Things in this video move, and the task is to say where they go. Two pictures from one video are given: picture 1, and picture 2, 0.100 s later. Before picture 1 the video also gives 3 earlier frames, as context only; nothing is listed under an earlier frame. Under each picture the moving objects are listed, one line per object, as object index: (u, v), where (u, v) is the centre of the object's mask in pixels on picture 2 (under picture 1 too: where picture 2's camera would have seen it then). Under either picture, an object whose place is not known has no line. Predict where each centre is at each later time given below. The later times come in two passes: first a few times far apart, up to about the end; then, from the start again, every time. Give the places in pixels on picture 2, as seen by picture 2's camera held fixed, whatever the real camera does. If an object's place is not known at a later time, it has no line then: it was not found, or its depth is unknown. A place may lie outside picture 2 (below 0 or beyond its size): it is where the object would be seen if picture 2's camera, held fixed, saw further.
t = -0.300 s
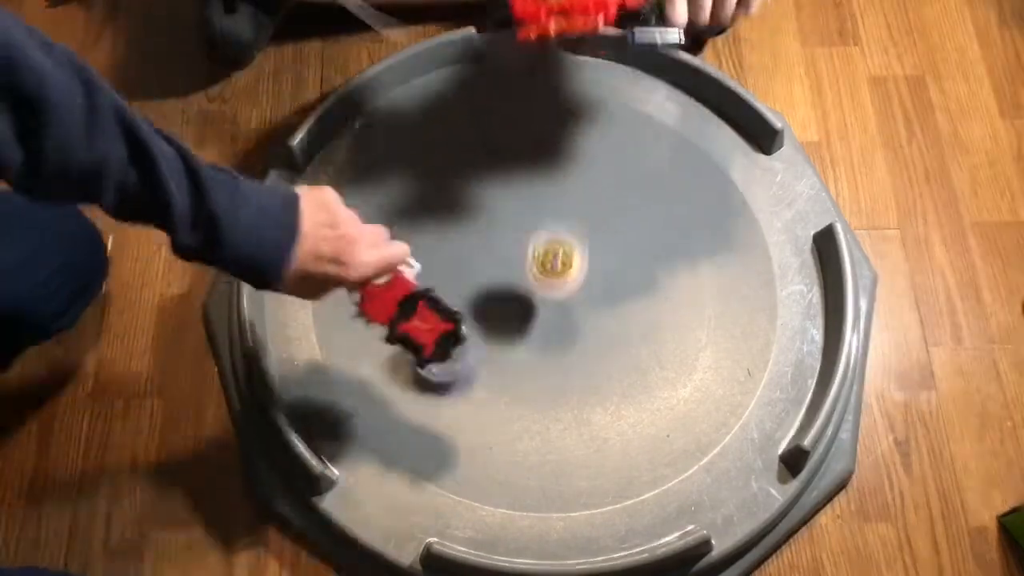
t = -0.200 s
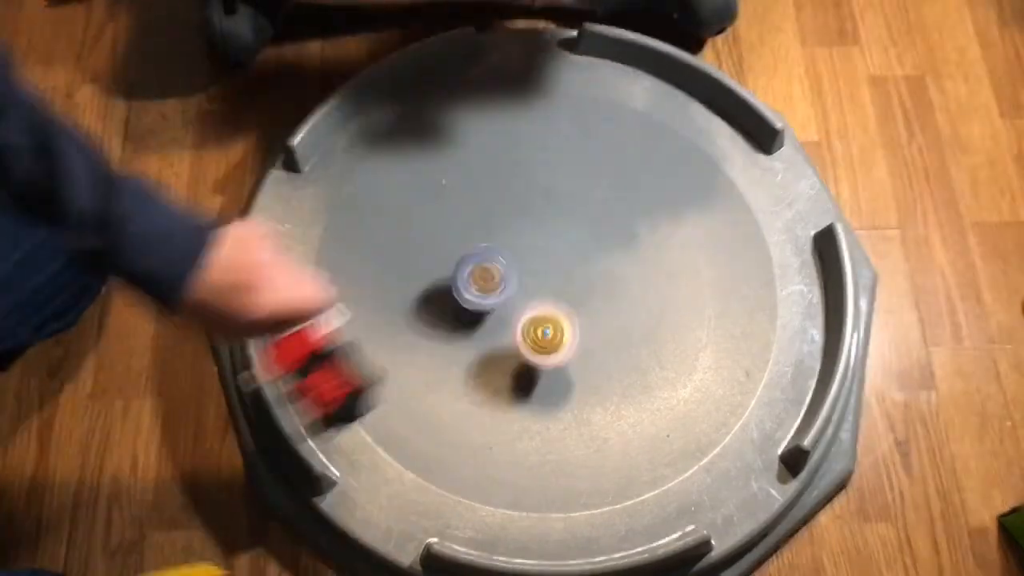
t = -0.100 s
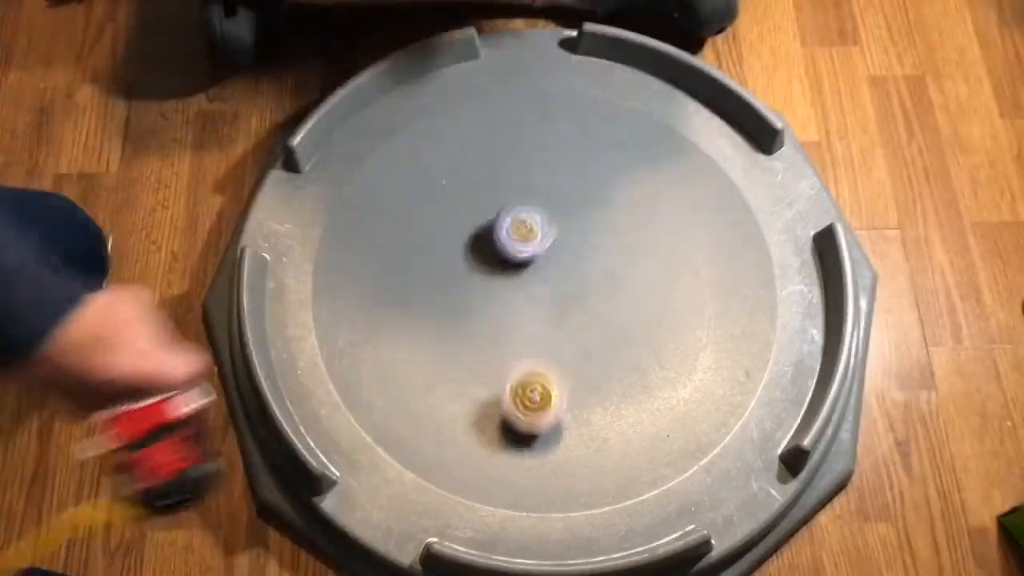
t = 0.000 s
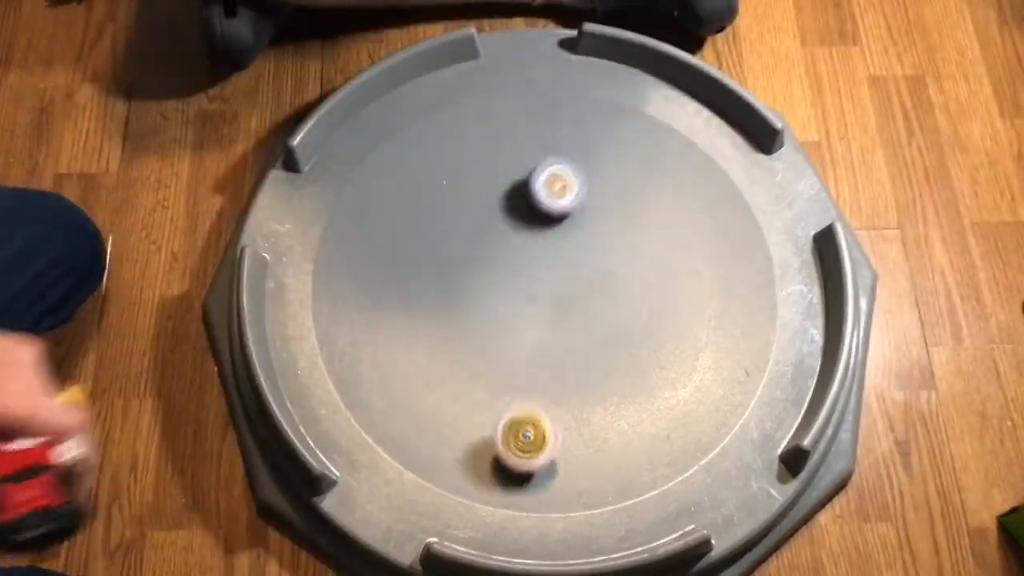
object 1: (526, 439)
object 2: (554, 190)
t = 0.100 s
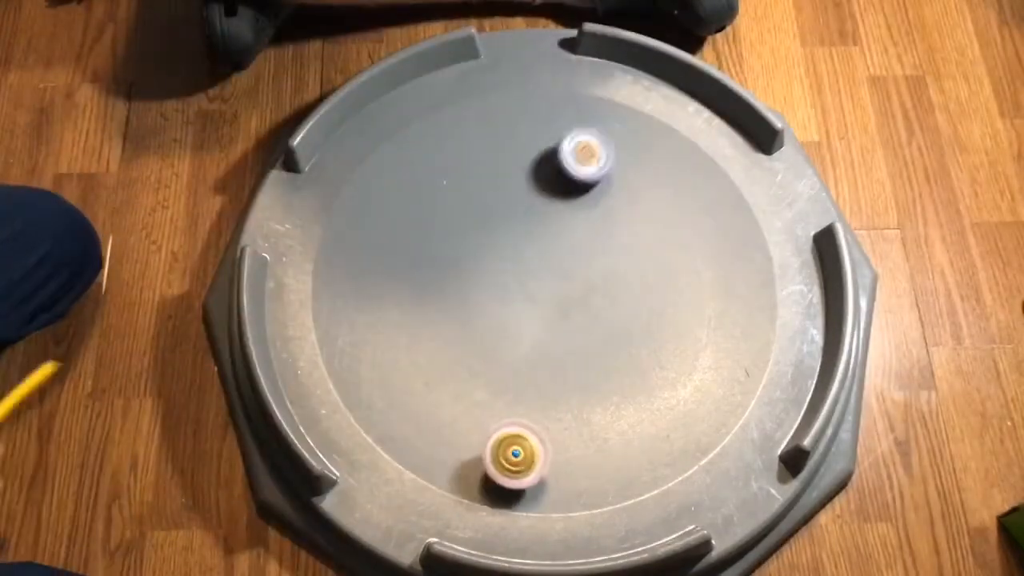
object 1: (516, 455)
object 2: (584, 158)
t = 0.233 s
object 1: (496, 446)
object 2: (606, 150)
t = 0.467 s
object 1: (459, 360)
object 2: (619, 214)
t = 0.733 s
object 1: (452, 250)
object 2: (614, 316)
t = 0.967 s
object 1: (492, 204)
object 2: (596, 388)
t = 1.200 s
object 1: (559, 210)
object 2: (558, 439)
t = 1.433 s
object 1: (621, 249)
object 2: (499, 433)
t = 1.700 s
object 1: (644, 301)
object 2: (476, 352)
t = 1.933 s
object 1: (620, 330)
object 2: (510, 275)
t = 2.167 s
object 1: (581, 329)
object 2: (565, 232)
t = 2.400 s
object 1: (534, 293)
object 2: (620, 213)
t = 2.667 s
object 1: (515, 247)
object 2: (659, 241)
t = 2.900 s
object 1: (534, 234)
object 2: (625, 282)
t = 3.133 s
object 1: (521, 229)
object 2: (574, 318)
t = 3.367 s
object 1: (481, 211)
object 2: (532, 358)
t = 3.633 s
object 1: (485, 212)
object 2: (477, 342)
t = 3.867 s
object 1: (495, 225)
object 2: (464, 294)
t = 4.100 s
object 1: (522, 205)
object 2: (472, 316)
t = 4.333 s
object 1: (553, 209)
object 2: (479, 348)
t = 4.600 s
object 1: (572, 231)
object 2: (488, 359)
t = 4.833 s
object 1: (574, 258)
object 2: (514, 349)
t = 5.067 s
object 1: (563, 263)
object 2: (542, 356)
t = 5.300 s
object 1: (553, 248)
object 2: (542, 394)
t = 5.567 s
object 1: (547, 258)
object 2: (519, 379)
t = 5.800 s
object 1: (536, 267)
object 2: (529, 334)
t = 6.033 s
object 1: (513, 189)
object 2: (556, 366)
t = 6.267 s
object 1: (507, 175)
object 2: (576, 365)
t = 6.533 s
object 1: (514, 203)
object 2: (592, 344)
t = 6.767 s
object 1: (520, 248)
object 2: (595, 318)
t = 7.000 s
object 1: (506, 306)
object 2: (621, 281)
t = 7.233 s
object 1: (483, 342)
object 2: (658, 251)
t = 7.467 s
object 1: (495, 361)
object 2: (665, 224)
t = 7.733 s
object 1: (526, 356)
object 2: (631, 212)
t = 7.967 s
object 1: (541, 328)
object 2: (579, 217)
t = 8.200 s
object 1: (530, 292)
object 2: (533, 232)
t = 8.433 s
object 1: (564, 379)
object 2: (450, 153)
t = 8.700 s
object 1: (573, 403)
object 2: (424, 162)
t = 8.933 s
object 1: (581, 380)
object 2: (449, 213)
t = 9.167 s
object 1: (575, 343)
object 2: (498, 256)
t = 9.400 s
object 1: (549, 315)
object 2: (544, 260)
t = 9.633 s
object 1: (521, 312)
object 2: (564, 223)
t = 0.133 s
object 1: (512, 453)
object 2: (592, 151)
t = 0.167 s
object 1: (507, 454)
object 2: (596, 150)
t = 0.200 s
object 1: (502, 451)
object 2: (602, 148)
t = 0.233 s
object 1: (496, 446)
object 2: (606, 150)
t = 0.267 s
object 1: (490, 438)
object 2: (611, 152)
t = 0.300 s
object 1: (485, 427)
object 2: (612, 160)
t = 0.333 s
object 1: (479, 417)
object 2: (613, 170)
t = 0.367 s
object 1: (473, 405)
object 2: (615, 179)
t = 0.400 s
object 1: (469, 389)
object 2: (616, 190)
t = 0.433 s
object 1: (464, 375)
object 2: (618, 201)
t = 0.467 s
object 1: (459, 360)
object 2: (619, 214)
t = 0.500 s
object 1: (455, 343)
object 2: (619, 227)
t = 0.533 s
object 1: (453, 328)
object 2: (619, 240)
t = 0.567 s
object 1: (450, 313)
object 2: (619, 253)
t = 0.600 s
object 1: (449, 299)
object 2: (618, 266)
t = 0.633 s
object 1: (448, 286)
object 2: (618, 279)
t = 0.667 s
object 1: (449, 273)
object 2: (617, 292)
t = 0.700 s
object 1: (450, 261)
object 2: (616, 304)
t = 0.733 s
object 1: (452, 250)
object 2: (614, 316)
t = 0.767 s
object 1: (455, 240)
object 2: (612, 327)
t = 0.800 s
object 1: (458, 231)
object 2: (609, 339)
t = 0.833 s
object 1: (464, 223)
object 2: (607, 349)
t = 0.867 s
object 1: (469, 218)
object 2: (605, 360)
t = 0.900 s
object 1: (477, 212)
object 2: (602, 370)
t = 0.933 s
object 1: (484, 208)
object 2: (600, 379)
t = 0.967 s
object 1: (492, 204)
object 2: (596, 388)
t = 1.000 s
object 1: (500, 203)
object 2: (592, 397)
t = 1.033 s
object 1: (509, 202)
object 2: (588, 406)
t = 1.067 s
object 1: (519, 201)
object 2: (583, 413)
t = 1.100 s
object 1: (529, 202)
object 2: (578, 421)
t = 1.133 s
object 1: (539, 204)
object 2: (572, 427)
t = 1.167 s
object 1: (549, 207)
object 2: (565, 434)
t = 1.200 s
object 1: (559, 210)
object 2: (558, 439)
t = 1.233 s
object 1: (569, 215)
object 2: (550, 442)
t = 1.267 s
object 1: (579, 219)
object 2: (541, 445)
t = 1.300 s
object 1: (588, 224)
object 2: (533, 446)
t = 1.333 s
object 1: (597, 230)
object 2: (524, 445)
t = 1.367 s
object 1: (606, 236)
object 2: (515, 443)
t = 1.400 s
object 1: (614, 242)
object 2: (506, 439)
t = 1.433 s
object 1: (621, 249)
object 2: (499, 433)
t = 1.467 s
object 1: (627, 255)
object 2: (492, 426)
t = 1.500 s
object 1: (632, 262)
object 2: (486, 417)
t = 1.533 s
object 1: (637, 269)
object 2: (480, 408)
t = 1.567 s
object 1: (641, 277)
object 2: (477, 398)
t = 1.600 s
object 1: (643, 283)
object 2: (475, 387)
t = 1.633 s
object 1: (644, 289)
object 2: (474, 375)
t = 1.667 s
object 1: (644, 297)
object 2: (474, 363)
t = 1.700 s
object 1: (644, 301)
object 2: (476, 352)
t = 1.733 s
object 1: (642, 307)
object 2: (478, 341)
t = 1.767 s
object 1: (640, 313)
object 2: (482, 330)
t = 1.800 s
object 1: (637, 317)
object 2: (485, 318)
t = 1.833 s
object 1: (633, 321)
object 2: (490, 308)
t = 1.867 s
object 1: (629, 325)
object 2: (496, 295)
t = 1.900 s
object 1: (624, 328)
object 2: (503, 286)
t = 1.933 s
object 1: (620, 330)
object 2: (510, 275)
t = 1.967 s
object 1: (615, 332)
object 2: (516, 267)
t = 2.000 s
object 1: (610, 334)
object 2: (524, 259)
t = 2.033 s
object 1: (604, 334)
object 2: (532, 252)
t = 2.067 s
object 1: (598, 334)
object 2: (540, 246)
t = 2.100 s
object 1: (593, 333)
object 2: (549, 240)
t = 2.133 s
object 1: (587, 332)
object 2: (557, 235)
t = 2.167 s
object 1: (581, 329)
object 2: (565, 232)
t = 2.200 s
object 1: (575, 326)
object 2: (574, 228)
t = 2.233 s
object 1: (568, 321)
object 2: (581, 224)
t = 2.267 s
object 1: (561, 317)
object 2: (589, 222)
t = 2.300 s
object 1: (554, 311)
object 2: (597, 218)
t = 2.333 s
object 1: (547, 305)
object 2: (605, 216)
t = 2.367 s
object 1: (540, 299)
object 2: (612, 214)
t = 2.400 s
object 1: (534, 293)
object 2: (620, 213)
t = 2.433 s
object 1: (529, 286)
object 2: (626, 215)
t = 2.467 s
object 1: (524, 279)
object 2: (633, 215)
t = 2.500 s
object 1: (520, 273)
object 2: (641, 215)
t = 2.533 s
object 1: (518, 266)
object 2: (645, 219)
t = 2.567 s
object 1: (516, 261)
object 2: (650, 224)
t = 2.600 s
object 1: (515, 256)
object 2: (654, 228)
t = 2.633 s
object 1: (515, 251)
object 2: (657, 235)
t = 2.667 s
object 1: (515, 247)
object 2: (659, 241)
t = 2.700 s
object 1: (517, 244)
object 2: (658, 247)
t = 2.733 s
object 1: (519, 242)
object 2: (656, 255)
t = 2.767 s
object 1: (521, 240)
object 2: (652, 262)
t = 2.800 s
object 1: (525, 238)
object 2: (648, 267)
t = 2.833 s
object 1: (528, 236)
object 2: (641, 273)
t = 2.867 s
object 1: (531, 235)
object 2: (633, 278)
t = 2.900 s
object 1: (534, 234)
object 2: (625, 282)
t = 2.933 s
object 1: (536, 234)
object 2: (616, 285)
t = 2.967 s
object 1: (538, 234)
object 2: (607, 289)
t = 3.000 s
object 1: (540, 235)
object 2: (597, 292)
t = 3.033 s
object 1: (541, 237)
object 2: (587, 294)
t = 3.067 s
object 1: (539, 239)
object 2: (578, 298)
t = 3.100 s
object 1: (530, 233)
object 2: (578, 307)
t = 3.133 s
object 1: (521, 229)
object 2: (574, 318)
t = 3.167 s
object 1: (512, 224)
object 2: (571, 327)
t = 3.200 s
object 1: (505, 221)
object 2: (566, 334)
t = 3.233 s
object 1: (498, 217)
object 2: (560, 341)
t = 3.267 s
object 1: (493, 215)
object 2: (554, 347)
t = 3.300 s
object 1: (488, 213)
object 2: (547, 352)
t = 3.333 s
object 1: (484, 211)
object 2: (539, 355)
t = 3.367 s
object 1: (481, 211)
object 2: (532, 358)
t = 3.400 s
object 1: (480, 210)
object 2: (524, 360)
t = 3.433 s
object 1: (479, 210)
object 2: (517, 358)
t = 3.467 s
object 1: (479, 210)
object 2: (509, 358)
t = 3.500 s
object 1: (480, 210)
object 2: (502, 356)
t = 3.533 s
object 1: (481, 210)
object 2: (495, 354)
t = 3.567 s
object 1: (483, 211)
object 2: (488, 350)
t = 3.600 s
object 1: (484, 211)
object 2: (482, 347)
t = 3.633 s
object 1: (485, 212)
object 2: (477, 342)
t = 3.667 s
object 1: (487, 213)
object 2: (472, 336)
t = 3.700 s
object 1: (489, 214)
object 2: (468, 331)
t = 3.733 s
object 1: (490, 216)
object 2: (465, 324)
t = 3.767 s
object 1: (491, 217)
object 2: (463, 318)
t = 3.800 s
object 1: (492, 220)
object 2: (463, 311)
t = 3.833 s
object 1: (493, 222)
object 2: (463, 303)
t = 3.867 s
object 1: (495, 225)
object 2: (464, 294)
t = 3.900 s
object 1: (496, 228)
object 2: (466, 288)
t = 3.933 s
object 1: (499, 223)
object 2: (467, 291)
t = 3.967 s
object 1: (503, 217)
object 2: (467, 296)
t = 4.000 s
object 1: (508, 212)
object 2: (468, 301)
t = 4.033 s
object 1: (513, 208)
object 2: (469, 305)
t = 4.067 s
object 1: (518, 206)
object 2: (471, 310)
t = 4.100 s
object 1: (522, 205)
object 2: (472, 316)
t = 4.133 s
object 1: (528, 203)
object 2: (473, 320)
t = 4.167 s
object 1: (532, 203)
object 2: (475, 325)
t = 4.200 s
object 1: (537, 204)
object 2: (476, 330)
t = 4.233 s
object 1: (541, 205)
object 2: (477, 335)
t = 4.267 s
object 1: (545, 205)
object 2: (478, 340)
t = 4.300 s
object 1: (549, 207)
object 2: (479, 343)
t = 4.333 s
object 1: (553, 209)
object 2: (479, 348)
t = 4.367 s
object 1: (556, 211)
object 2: (480, 352)
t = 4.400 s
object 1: (559, 213)
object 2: (482, 354)
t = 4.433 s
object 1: (562, 216)
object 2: (481, 358)
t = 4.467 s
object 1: (565, 219)
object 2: (483, 358)
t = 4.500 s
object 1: (567, 222)
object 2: (484, 359)
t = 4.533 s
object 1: (569, 225)
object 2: (485, 359)
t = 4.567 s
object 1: (571, 228)
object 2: (487, 359)
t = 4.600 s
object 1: (572, 231)
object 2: (488, 359)
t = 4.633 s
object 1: (573, 235)
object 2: (492, 358)
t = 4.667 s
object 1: (574, 238)
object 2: (494, 356)
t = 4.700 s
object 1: (575, 242)
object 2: (497, 355)
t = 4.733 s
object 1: (575, 246)
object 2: (501, 353)
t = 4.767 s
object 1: (575, 250)
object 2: (505, 352)
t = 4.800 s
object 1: (574, 254)
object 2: (509, 351)
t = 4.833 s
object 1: (574, 258)
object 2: (514, 349)
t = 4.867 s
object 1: (573, 262)
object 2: (519, 346)
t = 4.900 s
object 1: (571, 267)
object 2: (524, 343)
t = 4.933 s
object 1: (569, 272)
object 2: (530, 340)
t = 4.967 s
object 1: (567, 275)
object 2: (536, 337)
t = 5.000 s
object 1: (565, 274)
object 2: (538, 342)
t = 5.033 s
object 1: (564, 268)
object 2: (540, 351)
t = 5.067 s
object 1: (563, 263)
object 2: (542, 356)
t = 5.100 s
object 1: (561, 258)
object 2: (544, 363)
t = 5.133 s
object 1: (560, 254)
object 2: (545, 370)
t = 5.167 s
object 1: (558, 251)
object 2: (545, 376)
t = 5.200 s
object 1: (557, 249)
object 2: (545, 382)
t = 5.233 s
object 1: (555, 248)
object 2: (545, 386)
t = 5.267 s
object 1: (554, 248)
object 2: (544, 391)
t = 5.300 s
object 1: (553, 248)
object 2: (542, 394)
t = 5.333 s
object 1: (552, 248)
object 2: (539, 397)
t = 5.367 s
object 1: (552, 249)
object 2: (536, 397)
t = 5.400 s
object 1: (551, 250)
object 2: (533, 397)
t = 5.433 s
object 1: (550, 252)
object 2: (529, 396)
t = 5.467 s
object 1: (550, 253)
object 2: (525, 393)
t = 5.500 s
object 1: (549, 255)
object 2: (522, 389)
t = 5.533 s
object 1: (548, 256)
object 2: (520, 384)
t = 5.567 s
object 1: (547, 258)
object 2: (519, 379)
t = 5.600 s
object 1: (546, 260)
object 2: (518, 372)
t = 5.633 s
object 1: (545, 262)
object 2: (519, 365)
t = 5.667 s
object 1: (544, 264)
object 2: (521, 359)
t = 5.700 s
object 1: (542, 266)
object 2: (522, 352)
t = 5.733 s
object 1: (540, 268)
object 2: (524, 344)
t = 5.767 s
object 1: (539, 270)
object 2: (527, 336)
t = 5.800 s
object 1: (536, 267)
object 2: (529, 334)
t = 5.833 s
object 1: (531, 251)
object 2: (533, 347)
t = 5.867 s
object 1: (527, 237)
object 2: (537, 354)
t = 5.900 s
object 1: (524, 224)
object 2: (541, 359)
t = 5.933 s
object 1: (521, 214)
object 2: (545, 362)
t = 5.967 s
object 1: (518, 204)
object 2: (549, 365)
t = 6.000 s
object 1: (516, 196)
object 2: (552, 365)
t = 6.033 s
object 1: (513, 189)
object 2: (556, 366)
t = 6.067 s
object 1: (512, 184)
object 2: (560, 366)
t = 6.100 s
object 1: (510, 179)
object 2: (563, 366)
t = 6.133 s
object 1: (509, 176)
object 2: (566, 368)
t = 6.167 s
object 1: (507, 174)
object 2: (569, 366)
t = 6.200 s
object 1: (507, 173)
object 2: (572, 365)
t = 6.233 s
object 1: (507, 173)
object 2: (574, 367)
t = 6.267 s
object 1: (507, 175)
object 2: (576, 365)
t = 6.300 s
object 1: (508, 177)
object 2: (579, 364)
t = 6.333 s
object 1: (509, 179)
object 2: (580, 363)
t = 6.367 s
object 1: (510, 182)
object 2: (583, 359)
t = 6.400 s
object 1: (511, 185)
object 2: (585, 357)
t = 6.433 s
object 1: (512, 189)
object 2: (587, 354)
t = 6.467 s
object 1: (513, 193)
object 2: (589, 351)
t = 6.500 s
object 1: (514, 197)
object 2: (590, 348)
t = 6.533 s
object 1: (514, 203)
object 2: (592, 344)
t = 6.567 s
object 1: (515, 208)
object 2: (593, 341)
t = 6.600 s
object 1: (515, 214)
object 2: (594, 336)
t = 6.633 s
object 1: (516, 220)
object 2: (595, 333)
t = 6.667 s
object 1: (517, 227)
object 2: (594, 330)
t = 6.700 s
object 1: (518, 234)
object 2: (595, 326)
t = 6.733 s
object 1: (518, 241)
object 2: (595, 322)
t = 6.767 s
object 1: (520, 248)
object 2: (595, 318)
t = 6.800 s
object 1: (521, 256)
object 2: (595, 312)
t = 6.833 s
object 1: (523, 264)
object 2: (594, 310)
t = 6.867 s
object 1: (526, 272)
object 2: (593, 305)
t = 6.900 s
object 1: (529, 280)
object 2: (593, 301)
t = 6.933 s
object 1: (527, 289)
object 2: (594, 297)
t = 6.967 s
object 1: (514, 300)
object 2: (609, 288)
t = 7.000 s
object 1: (506, 306)
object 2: (621, 281)
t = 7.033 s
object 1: (498, 313)
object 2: (629, 278)
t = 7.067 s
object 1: (492, 319)
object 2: (636, 273)
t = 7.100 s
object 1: (487, 325)
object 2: (642, 268)
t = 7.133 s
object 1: (485, 330)
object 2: (647, 264)
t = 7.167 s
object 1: (483, 334)
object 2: (650, 259)
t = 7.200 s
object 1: (483, 338)
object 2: (654, 256)
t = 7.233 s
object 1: (483, 342)
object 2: (658, 251)
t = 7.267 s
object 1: (483, 346)
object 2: (660, 247)
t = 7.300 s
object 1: (484, 350)
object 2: (663, 243)
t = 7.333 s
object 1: (485, 353)
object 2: (664, 238)
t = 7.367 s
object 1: (487, 356)
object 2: (665, 234)
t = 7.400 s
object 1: (489, 358)
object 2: (666, 230)
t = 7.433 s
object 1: (492, 360)
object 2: (666, 227)
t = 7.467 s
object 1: (495, 361)
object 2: (665, 224)
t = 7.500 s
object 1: (499, 363)
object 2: (663, 220)
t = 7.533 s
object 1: (502, 363)
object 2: (661, 218)
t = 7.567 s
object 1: (506, 363)
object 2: (658, 216)
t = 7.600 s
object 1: (510, 363)
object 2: (653, 214)
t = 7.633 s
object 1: (514, 362)
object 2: (649, 213)
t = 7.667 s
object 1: (518, 361)
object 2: (644, 213)
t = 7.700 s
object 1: (522, 359)
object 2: (637, 212)
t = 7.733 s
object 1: (526, 356)
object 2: (631, 212)
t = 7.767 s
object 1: (529, 353)
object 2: (623, 212)
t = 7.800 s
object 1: (532, 350)
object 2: (618, 211)
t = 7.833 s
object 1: (535, 346)
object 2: (610, 211)
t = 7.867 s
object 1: (537, 342)
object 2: (602, 212)
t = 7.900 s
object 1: (539, 338)
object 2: (594, 213)
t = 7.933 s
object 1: (540, 333)
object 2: (587, 215)
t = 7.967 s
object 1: (541, 328)
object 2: (579, 217)
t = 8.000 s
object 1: (541, 323)
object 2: (571, 218)
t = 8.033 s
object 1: (541, 318)
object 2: (564, 221)
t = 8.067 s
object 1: (540, 313)
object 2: (558, 223)
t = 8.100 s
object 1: (538, 309)
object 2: (550, 225)
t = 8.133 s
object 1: (536, 302)
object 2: (543, 229)
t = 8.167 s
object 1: (533, 297)
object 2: (538, 231)
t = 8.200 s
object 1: (530, 292)
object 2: (533, 232)
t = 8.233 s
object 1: (532, 293)
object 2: (525, 236)
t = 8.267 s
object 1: (540, 309)
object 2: (510, 220)
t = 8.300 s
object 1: (547, 327)
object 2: (496, 203)
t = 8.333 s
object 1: (553, 342)
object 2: (484, 187)
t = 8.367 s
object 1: (557, 357)
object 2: (471, 172)
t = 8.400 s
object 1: (561, 369)
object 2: (459, 162)
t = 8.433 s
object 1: (564, 379)
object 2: (450, 153)
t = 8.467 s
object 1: (566, 386)
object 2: (443, 147)
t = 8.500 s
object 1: (568, 392)
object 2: (437, 143)
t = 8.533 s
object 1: (568, 397)
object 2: (432, 143)
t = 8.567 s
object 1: (569, 399)
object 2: (429, 144)
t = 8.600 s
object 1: (570, 401)
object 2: (427, 146)
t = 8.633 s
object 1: (570, 403)
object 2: (425, 151)
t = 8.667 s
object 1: (571, 403)
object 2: (424, 156)
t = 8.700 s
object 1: (573, 403)
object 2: (424, 162)
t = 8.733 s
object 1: (574, 401)
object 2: (424, 168)
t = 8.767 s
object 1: (576, 400)
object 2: (427, 174)
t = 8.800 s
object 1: (577, 397)
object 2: (430, 183)
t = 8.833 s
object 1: (578, 394)
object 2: (434, 189)
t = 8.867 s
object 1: (579, 389)
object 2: (438, 199)
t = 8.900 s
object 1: (580, 385)
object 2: (444, 205)
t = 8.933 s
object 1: (581, 380)
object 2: (449, 213)
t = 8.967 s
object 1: (581, 375)
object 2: (456, 221)
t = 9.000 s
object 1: (581, 370)
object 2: (462, 228)
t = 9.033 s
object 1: (580, 364)
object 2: (469, 235)
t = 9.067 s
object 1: (579, 358)
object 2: (476, 241)
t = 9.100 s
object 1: (578, 353)
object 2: (483, 247)
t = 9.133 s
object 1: (577, 347)
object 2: (489, 253)
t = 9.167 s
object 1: (575, 343)
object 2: (498, 256)
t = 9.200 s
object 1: (573, 338)
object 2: (504, 260)
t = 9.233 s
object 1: (570, 334)
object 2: (513, 263)
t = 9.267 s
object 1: (566, 329)
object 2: (521, 264)
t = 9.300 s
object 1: (562, 325)
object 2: (528, 265)
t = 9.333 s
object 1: (558, 320)
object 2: (535, 265)
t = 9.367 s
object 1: (553, 316)
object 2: (540, 264)
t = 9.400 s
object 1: (549, 315)
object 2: (544, 260)
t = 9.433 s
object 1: (545, 316)
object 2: (549, 253)
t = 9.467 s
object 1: (541, 316)
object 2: (556, 245)
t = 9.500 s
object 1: (537, 314)
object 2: (558, 241)
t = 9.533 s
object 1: (532, 313)
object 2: (562, 234)
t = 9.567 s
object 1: (529, 313)
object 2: (562, 231)
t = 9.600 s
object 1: (525, 312)
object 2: (564, 227)
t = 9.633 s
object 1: (521, 312)
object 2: (564, 223)
